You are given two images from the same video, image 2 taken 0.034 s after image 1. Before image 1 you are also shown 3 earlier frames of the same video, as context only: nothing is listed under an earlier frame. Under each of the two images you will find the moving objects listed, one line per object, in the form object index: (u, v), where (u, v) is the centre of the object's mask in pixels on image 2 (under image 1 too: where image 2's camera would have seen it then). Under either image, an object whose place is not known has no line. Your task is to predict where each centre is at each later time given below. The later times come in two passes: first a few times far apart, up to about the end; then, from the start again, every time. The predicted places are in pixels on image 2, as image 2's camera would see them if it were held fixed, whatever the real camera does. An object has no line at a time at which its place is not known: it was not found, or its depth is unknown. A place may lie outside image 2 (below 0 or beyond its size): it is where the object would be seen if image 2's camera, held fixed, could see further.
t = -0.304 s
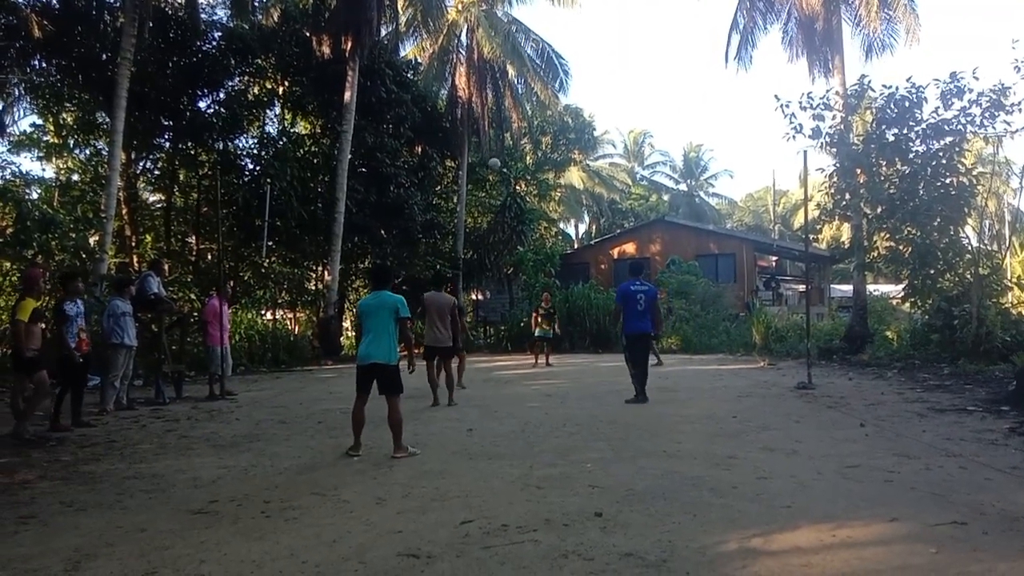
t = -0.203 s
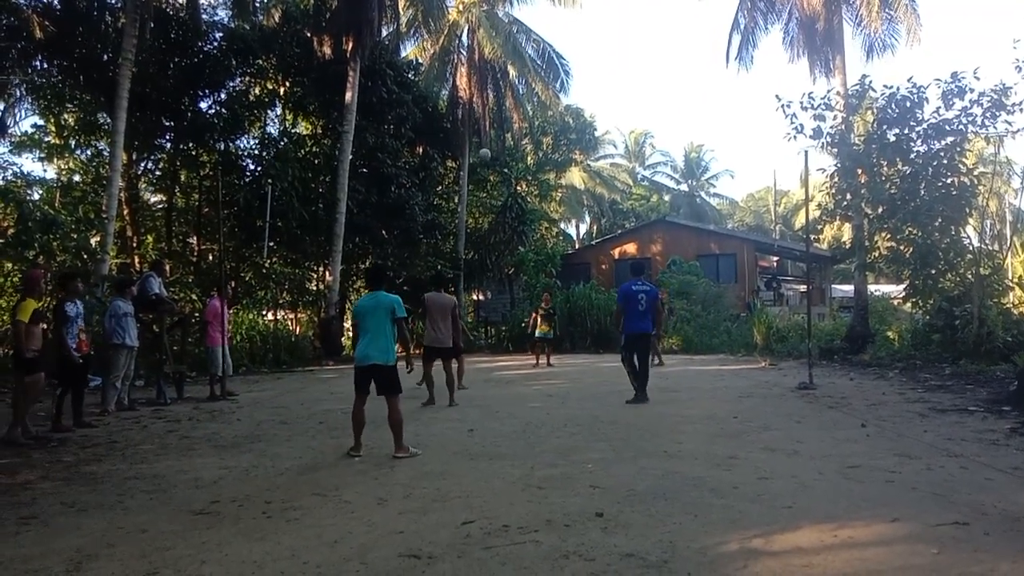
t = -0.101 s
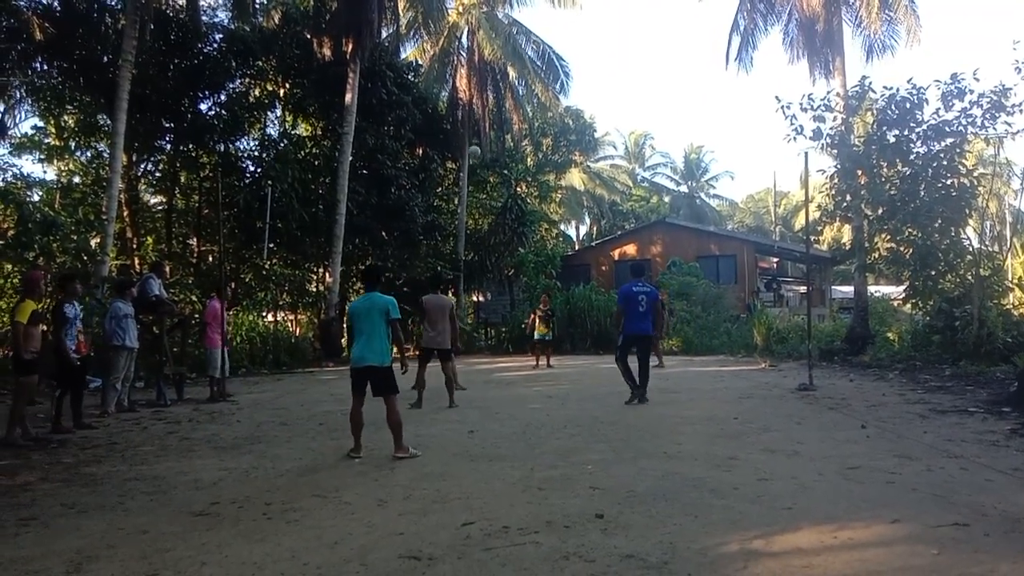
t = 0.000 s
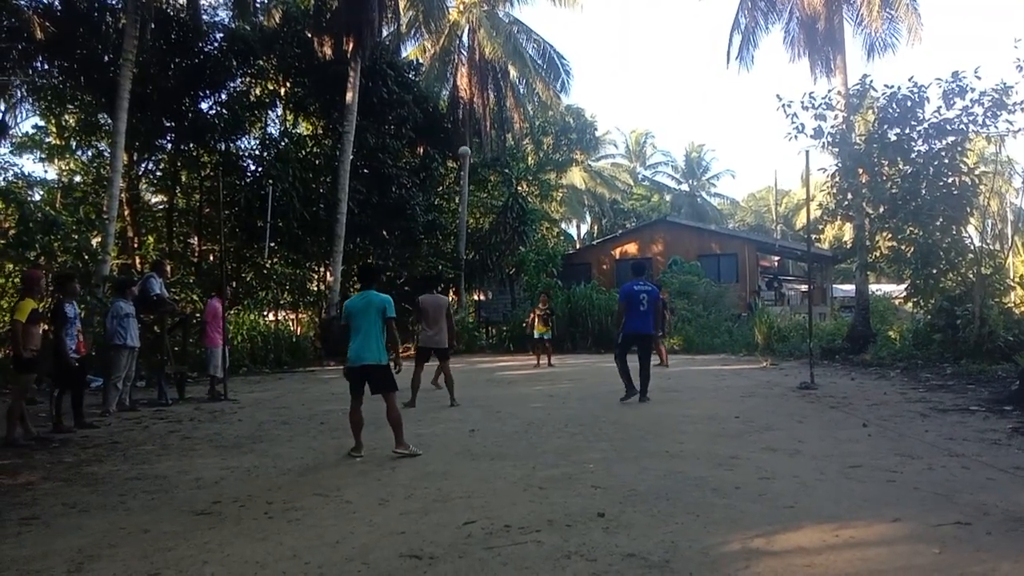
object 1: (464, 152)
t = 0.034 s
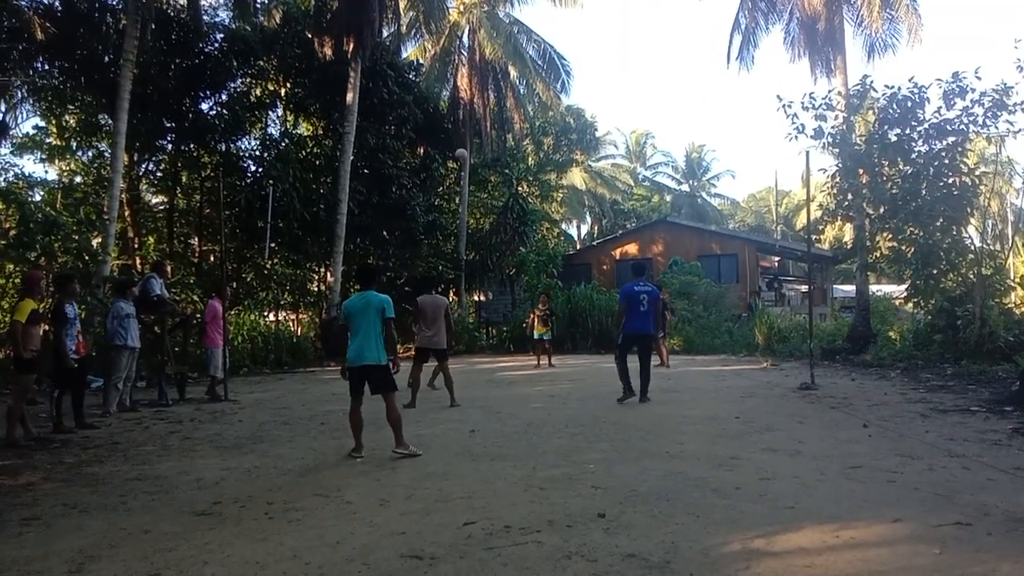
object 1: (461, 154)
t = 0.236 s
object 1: (440, 179)
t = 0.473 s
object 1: (417, 238)
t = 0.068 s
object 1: (457, 156)
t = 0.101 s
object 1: (454, 160)
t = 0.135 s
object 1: (451, 163)
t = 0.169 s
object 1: (447, 167)
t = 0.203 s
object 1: (443, 173)
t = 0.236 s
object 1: (440, 179)
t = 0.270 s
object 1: (437, 185)
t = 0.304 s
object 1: (434, 192)
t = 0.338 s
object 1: (430, 200)
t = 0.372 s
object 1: (427, 209)
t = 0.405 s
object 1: (424, 218)
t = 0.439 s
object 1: (420, 228)
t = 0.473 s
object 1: (417, 238)
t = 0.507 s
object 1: (414, 251)
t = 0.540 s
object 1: (411, 262)
